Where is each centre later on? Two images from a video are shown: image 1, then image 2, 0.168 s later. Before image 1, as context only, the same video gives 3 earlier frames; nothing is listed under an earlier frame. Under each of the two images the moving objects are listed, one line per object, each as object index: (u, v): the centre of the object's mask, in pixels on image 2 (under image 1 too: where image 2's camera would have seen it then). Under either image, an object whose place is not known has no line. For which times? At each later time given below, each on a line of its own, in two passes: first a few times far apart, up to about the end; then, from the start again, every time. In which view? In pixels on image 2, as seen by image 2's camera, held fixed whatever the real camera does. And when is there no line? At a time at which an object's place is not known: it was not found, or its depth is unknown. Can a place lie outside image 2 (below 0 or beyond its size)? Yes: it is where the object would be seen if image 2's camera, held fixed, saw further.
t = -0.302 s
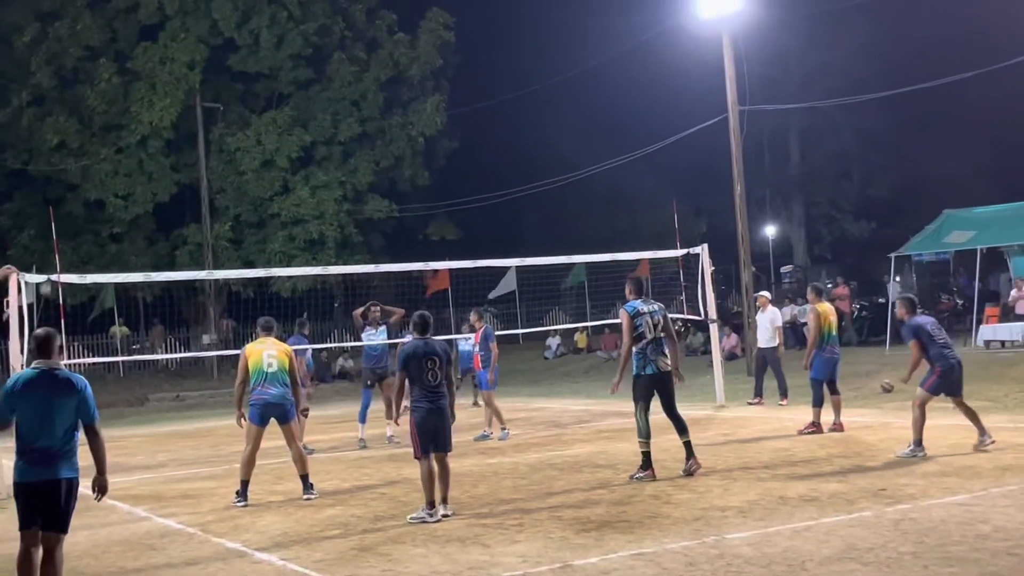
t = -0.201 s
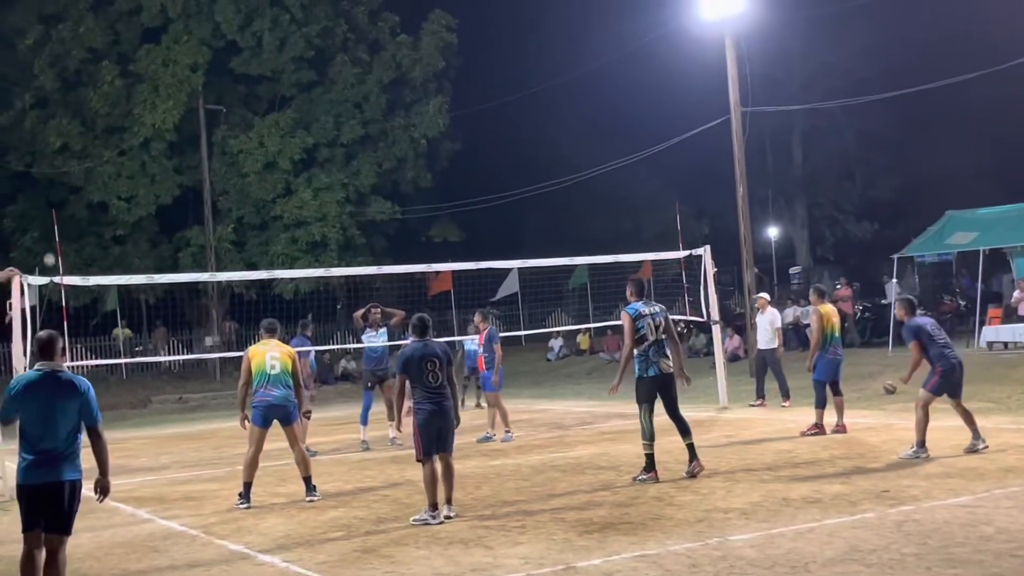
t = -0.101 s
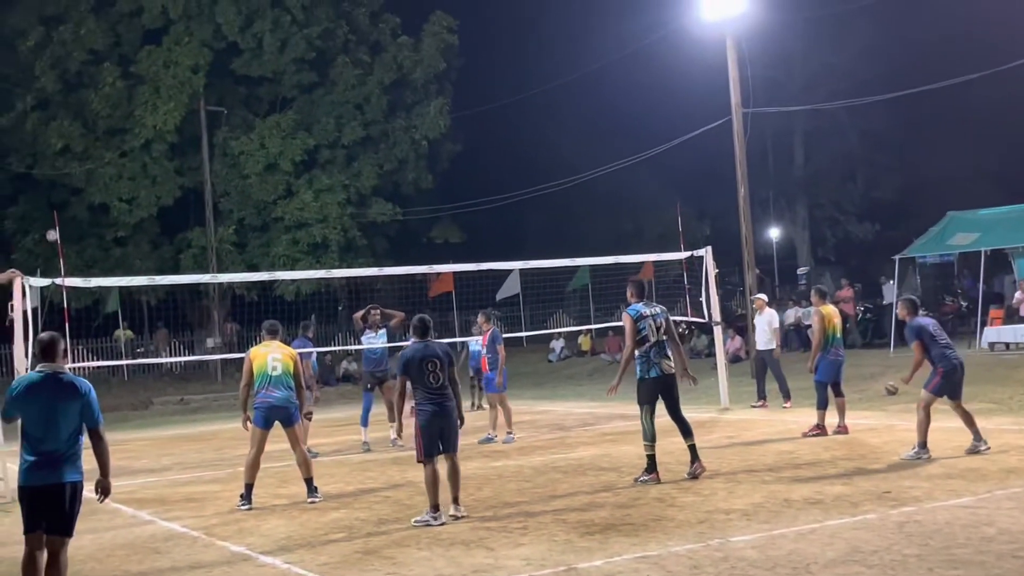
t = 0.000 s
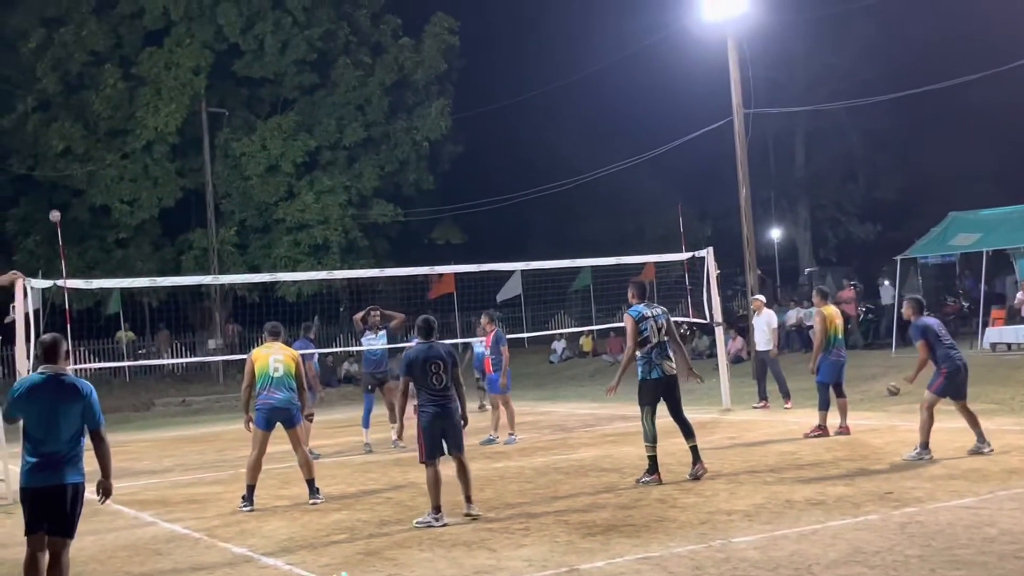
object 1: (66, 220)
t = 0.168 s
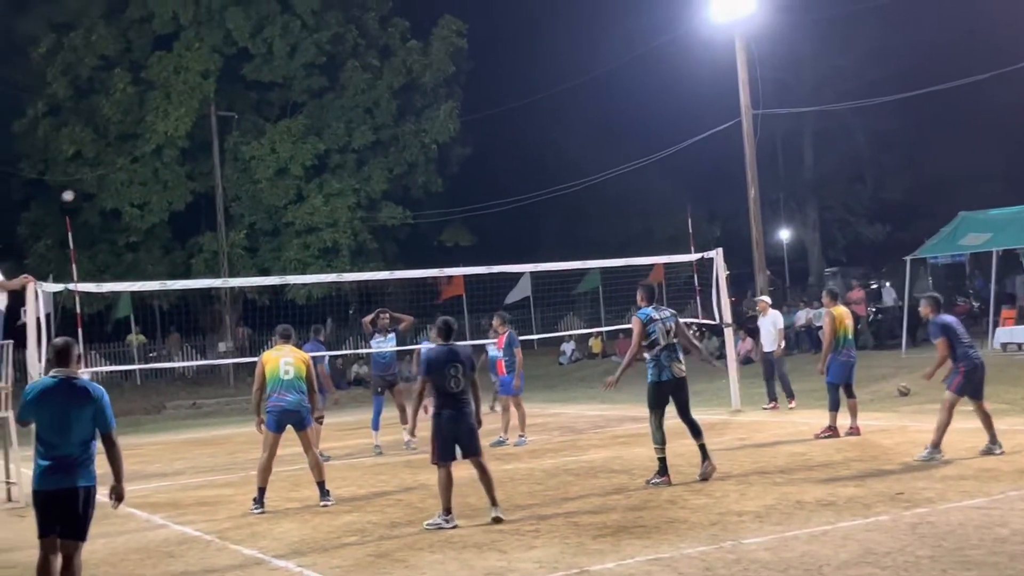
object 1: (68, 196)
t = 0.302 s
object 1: (66, 185)
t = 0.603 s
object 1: (71, 194)
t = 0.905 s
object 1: (80, 252)
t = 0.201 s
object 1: (68, 192)
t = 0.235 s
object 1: (68, 189)
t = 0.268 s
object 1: (69, 188)
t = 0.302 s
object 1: (66, 185)
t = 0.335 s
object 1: (66, 184)
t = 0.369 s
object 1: (64, 182)
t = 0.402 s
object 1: (65, 182)
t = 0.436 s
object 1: (67, 183)
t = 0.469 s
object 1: (67, 184)
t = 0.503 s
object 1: (68, 186)
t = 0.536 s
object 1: (69, 188)
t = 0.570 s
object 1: (70, 191)
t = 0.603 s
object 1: (71, 194)
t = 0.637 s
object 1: (72, 199)
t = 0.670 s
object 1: (73, 203)
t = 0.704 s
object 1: (74, 208)
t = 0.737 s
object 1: (75, 214)
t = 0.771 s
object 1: (76, 220)
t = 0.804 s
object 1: (77, 227)
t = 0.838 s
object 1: (78, 235)
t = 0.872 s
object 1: (79, 243)
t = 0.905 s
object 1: (80, 252)
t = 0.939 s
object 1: (81, 261)
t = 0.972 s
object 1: (83, 271)
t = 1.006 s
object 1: (84, 278)
